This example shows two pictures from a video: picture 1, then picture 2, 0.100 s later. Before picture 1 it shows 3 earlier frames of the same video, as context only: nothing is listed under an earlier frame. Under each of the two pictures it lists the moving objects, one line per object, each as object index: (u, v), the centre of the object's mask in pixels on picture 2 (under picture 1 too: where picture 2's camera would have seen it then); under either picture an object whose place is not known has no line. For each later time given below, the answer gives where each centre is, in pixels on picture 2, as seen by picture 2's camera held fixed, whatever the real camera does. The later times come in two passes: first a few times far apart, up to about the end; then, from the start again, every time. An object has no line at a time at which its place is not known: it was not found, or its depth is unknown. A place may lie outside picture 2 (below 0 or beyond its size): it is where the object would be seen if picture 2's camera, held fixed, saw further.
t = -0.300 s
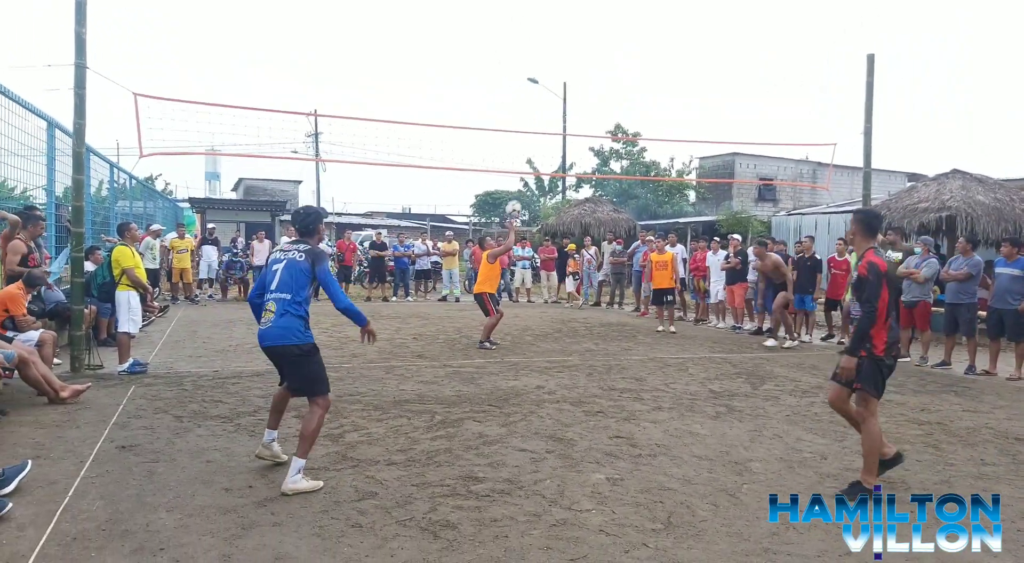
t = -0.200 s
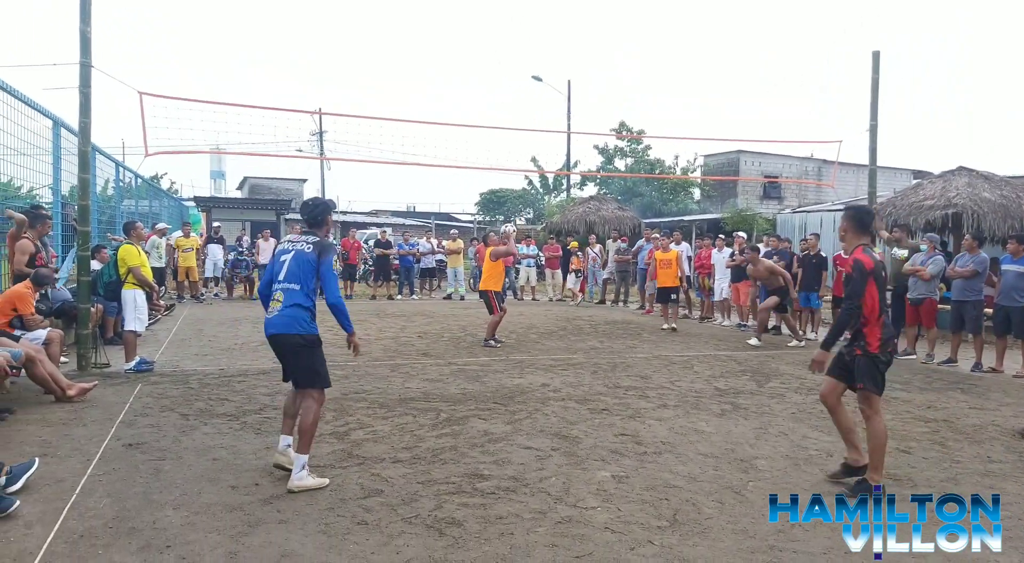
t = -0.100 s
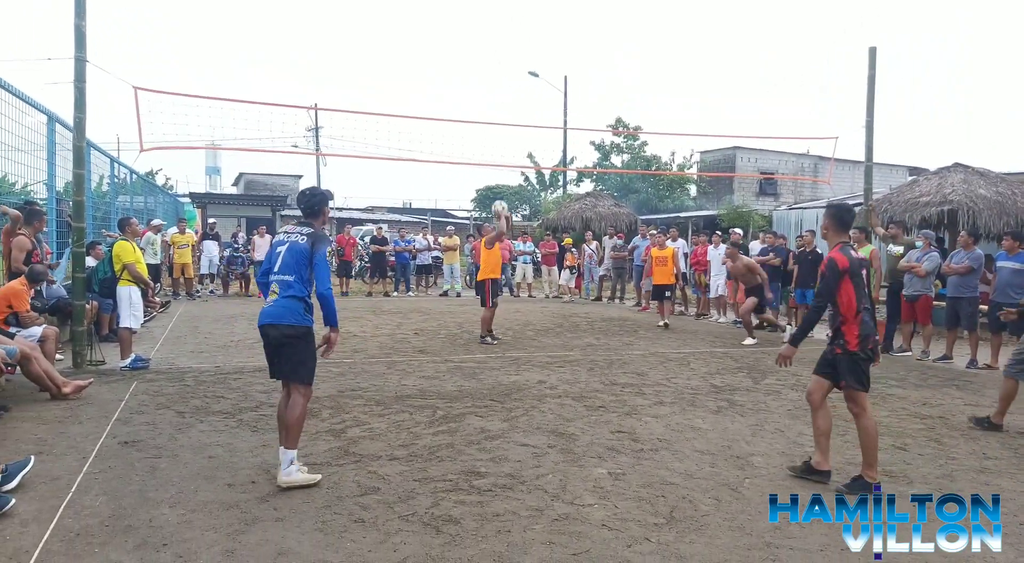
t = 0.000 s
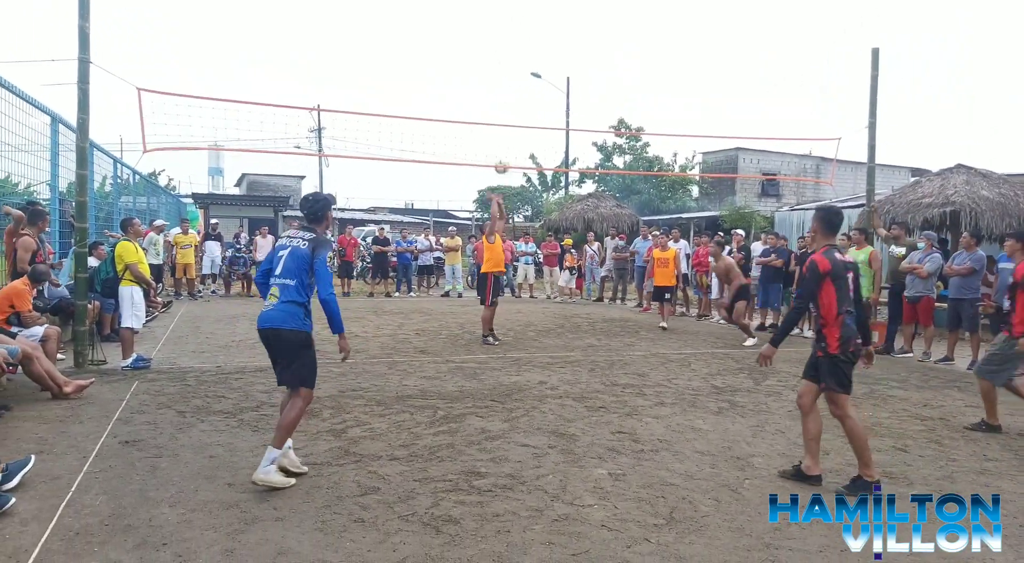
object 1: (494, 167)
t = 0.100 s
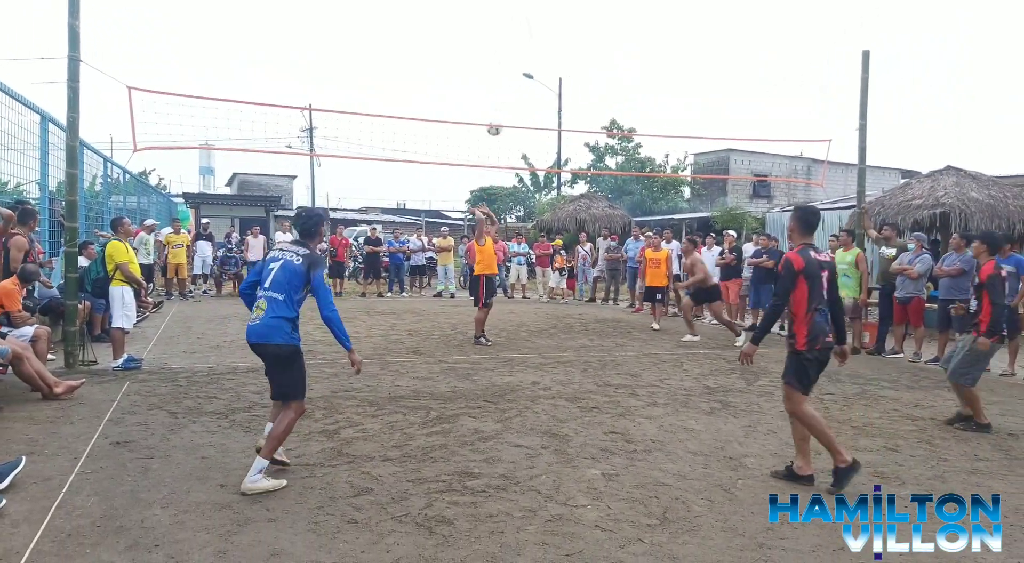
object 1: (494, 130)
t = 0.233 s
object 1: (494, 88)
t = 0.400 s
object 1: (493, 54)
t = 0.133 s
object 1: (494, 117)
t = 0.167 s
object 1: (493, 107)
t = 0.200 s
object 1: (494, 97)
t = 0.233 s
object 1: (494, 88)
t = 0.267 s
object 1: (494, 79)
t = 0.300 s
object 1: (493, 72)
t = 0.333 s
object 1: (493, 66)
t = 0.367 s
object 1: (492, 59)
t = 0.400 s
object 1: (493, 54)
